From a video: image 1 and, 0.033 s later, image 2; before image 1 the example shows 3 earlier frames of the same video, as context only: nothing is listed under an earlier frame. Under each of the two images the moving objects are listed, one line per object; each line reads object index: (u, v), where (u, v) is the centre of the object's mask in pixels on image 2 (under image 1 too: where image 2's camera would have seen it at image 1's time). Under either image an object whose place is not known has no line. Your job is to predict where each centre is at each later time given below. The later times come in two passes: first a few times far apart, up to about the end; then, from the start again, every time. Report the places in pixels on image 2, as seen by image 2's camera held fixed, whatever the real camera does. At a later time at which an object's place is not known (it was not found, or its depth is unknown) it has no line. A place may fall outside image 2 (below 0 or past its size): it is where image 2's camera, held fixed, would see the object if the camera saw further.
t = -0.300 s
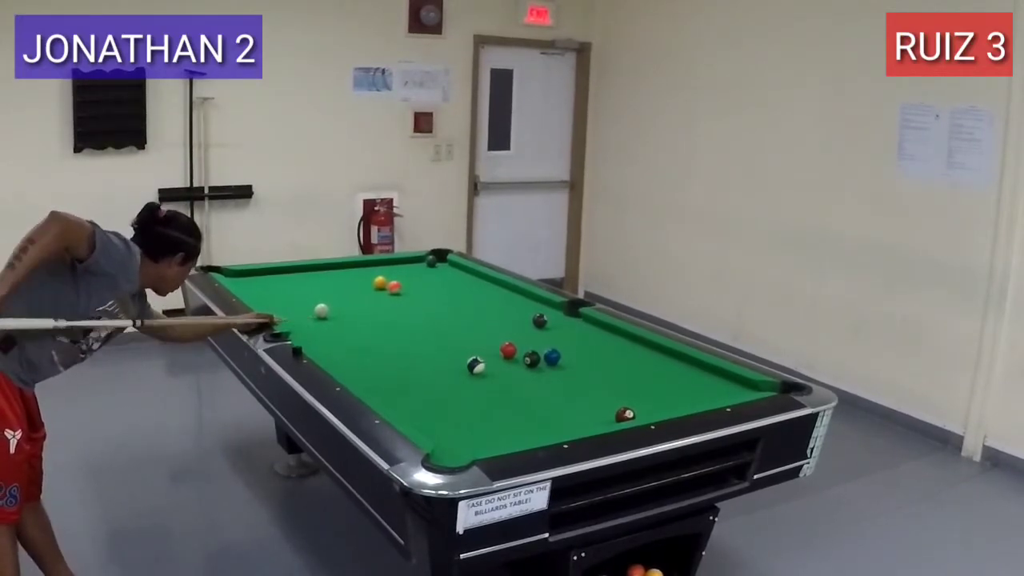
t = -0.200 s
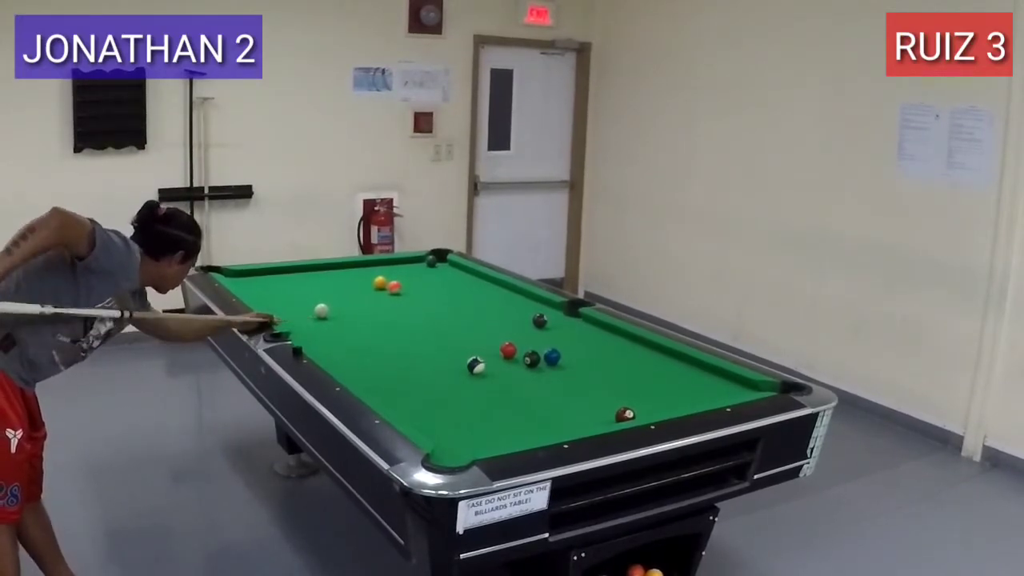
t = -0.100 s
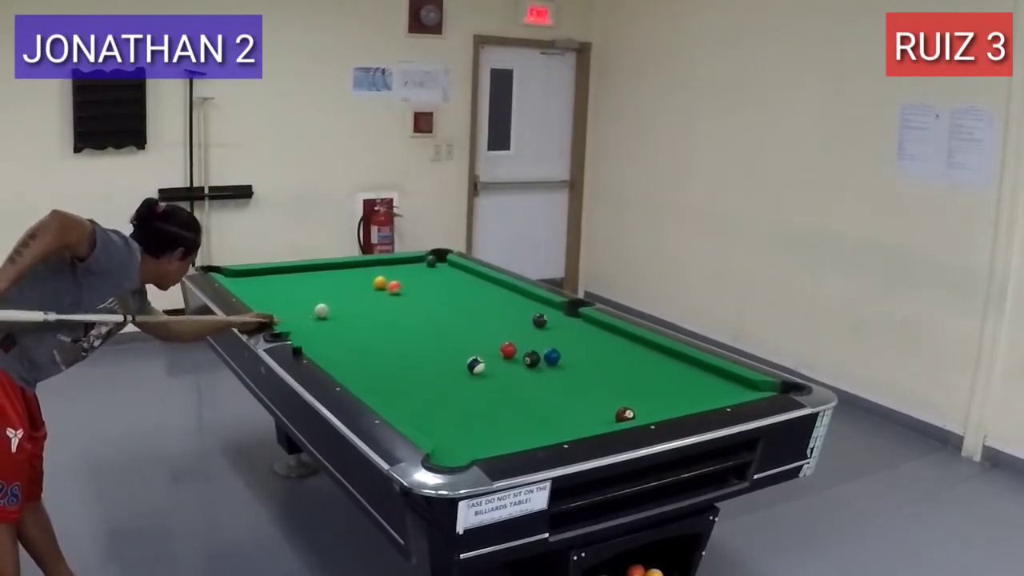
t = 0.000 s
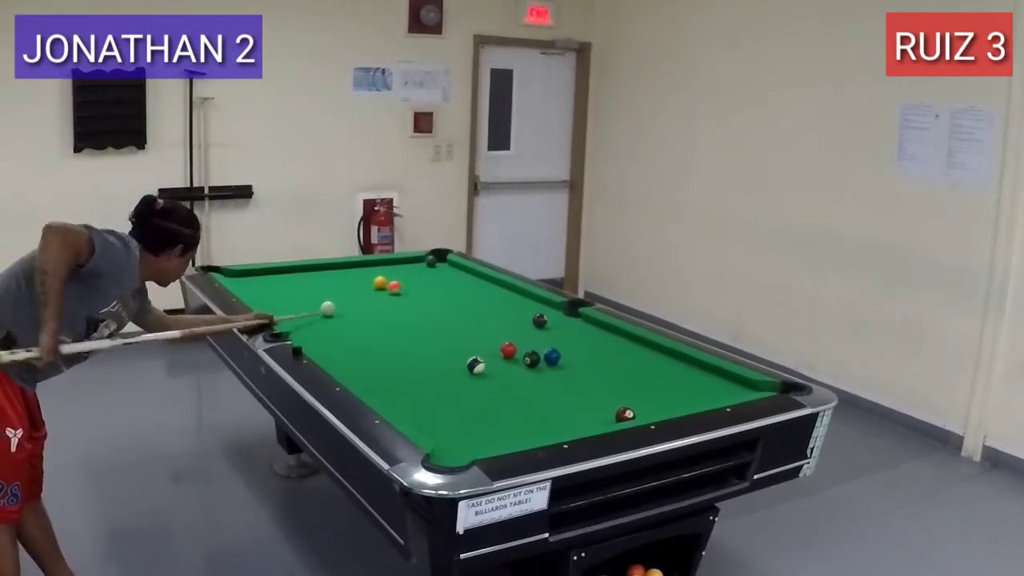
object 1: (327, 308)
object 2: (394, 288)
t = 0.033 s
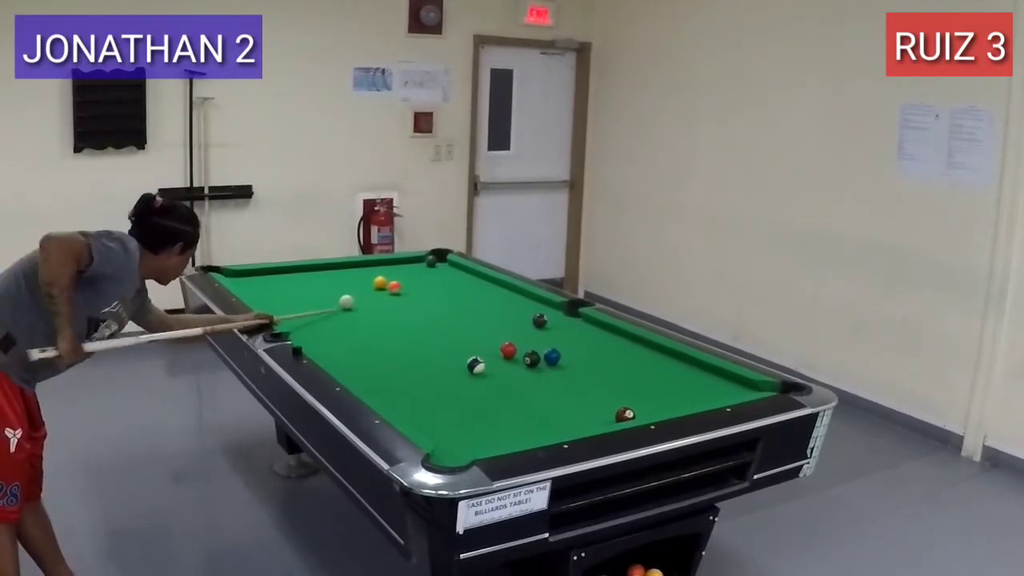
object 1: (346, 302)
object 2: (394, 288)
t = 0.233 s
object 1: (373, 288)
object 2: (454, 274)
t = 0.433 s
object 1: (351, 286)
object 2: (420, 272)
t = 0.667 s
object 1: (325, 286)
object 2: (357, 274)
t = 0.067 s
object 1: (363, 296)
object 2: (394, 288)
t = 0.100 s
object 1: (380, 291)
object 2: (394, 288)
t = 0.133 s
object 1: (383, 289)
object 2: (406, 285)
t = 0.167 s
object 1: (380, 288)
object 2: (423, 281)
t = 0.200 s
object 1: (377, 287)
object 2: (440, 277)
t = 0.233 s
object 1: (373, 288)
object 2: (454, 274)
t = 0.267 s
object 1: (370, 287)
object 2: (467, 271)
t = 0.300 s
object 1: (367, 287)
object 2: (461, 271)
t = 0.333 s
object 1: (362, 286)
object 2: (449, 271)
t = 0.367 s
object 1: (359, 286)
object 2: (440, 272)
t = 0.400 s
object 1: (355, 286)
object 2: (430, 272)
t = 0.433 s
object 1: (351, 286)
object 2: (420, 272)
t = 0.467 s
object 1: (347, 286)
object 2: (412, 273)
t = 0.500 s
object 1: (344, 286)
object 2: (403, 273)
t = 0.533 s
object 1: (340, 286)
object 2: (393, 273)
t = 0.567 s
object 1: (336, 287)
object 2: (385, 272)
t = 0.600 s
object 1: (333, 287)
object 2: (375, 272)
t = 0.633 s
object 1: (329, 286)
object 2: (366, 274)
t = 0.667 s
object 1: (325, 286)
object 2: (357, 274)
